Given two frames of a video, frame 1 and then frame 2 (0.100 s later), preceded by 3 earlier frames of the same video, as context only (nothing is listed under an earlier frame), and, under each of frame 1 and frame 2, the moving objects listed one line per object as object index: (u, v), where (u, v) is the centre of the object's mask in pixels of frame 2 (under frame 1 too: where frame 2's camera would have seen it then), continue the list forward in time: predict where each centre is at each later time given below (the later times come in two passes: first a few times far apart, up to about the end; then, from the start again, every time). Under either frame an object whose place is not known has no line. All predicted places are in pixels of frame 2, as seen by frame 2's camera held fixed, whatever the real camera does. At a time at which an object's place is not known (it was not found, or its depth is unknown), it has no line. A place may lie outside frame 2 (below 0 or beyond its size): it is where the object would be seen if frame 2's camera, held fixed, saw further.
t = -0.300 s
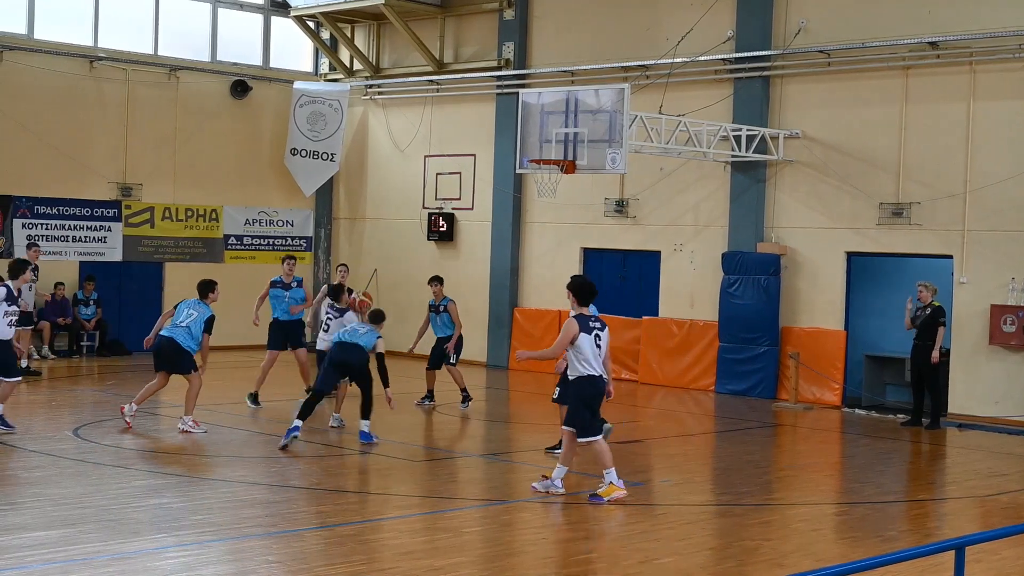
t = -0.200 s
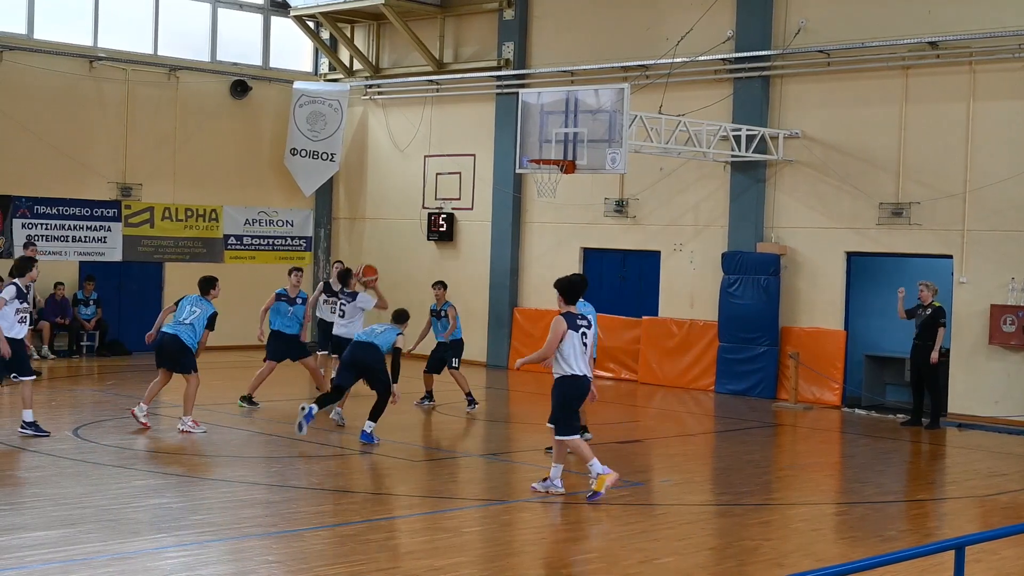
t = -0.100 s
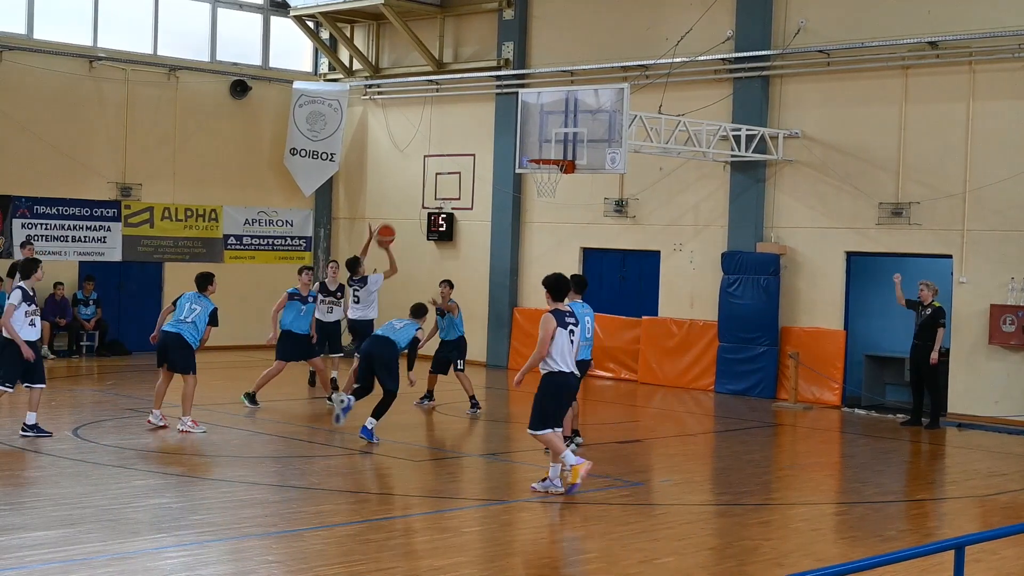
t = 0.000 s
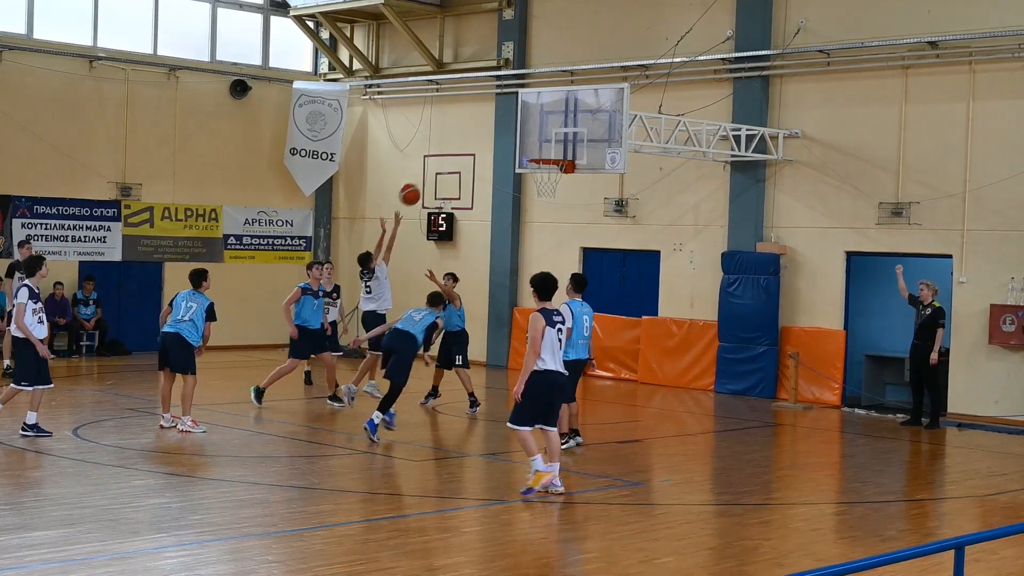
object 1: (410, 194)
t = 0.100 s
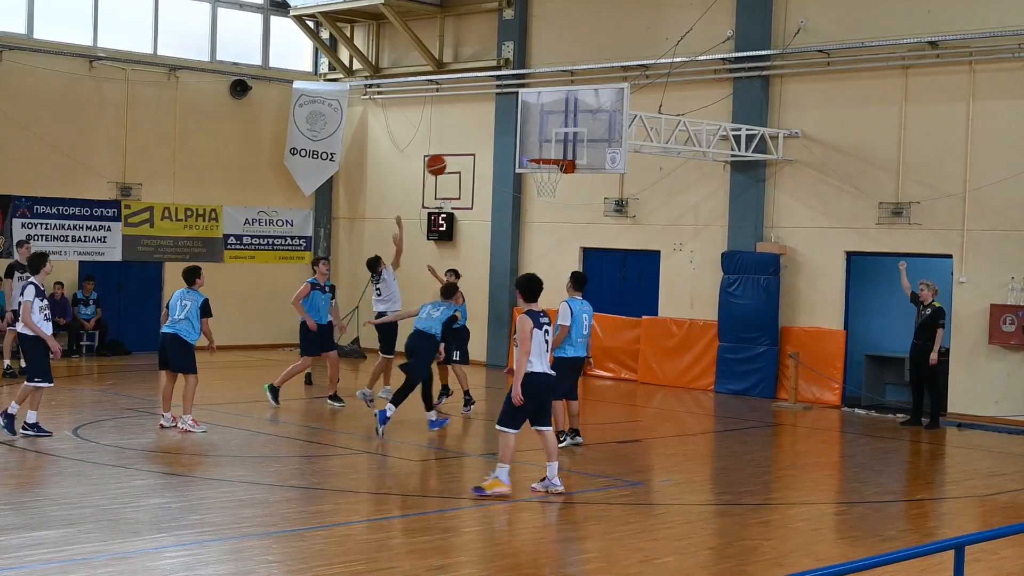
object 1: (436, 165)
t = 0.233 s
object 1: (468, 140)
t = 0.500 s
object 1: (527, 138)
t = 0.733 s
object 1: (537, 174)
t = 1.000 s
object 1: (524, 173)
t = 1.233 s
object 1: (544, 197)
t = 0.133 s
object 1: (444, 157)
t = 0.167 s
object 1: (452, 150)
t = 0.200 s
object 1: (460, 145)
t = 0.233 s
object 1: (468, 140)
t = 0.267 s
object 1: (476, 137)
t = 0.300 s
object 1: (484, 134)
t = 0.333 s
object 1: (491, 133)
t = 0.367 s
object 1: (499, 132)
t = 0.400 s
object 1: (506, 132)
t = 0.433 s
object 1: (513, 133)
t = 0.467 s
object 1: (520, 135)
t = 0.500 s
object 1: (527, 138)
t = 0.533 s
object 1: (533, 142)
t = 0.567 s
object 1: (540, 146)
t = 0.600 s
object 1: (547, 151)
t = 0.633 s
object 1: (554, 154)
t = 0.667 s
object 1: (553, 163)
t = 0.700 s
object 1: (546, 168)
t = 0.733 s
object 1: (537, 174)
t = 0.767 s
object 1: (531, 176)
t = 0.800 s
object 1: (526, 174)
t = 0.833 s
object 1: (523, 174)
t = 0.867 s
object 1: (523, 172)
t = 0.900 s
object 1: (524, 171)
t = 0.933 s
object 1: (523, 171)
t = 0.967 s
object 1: (523, 172)
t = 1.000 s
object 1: (524, 173)
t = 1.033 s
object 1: (526, 176)
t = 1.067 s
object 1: (527, 179)
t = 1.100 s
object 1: (530, 182)
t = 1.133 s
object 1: (533, 185)
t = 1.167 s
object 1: (537, 188)
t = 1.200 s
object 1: (541, 192)
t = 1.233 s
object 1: (544, 197)
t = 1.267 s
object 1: (548, 203)
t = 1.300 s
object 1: (551, 209)
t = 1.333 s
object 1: (555, 216)
